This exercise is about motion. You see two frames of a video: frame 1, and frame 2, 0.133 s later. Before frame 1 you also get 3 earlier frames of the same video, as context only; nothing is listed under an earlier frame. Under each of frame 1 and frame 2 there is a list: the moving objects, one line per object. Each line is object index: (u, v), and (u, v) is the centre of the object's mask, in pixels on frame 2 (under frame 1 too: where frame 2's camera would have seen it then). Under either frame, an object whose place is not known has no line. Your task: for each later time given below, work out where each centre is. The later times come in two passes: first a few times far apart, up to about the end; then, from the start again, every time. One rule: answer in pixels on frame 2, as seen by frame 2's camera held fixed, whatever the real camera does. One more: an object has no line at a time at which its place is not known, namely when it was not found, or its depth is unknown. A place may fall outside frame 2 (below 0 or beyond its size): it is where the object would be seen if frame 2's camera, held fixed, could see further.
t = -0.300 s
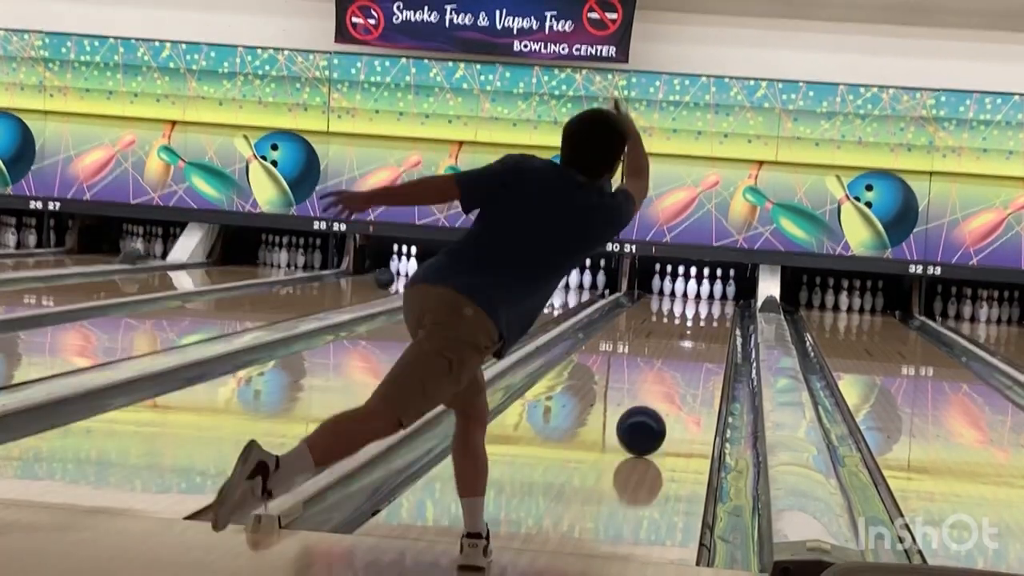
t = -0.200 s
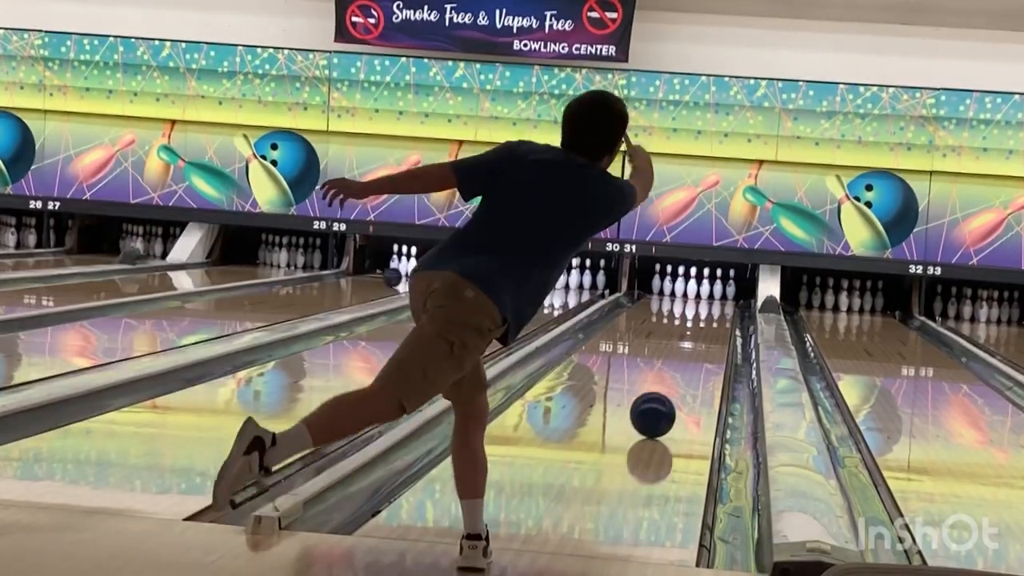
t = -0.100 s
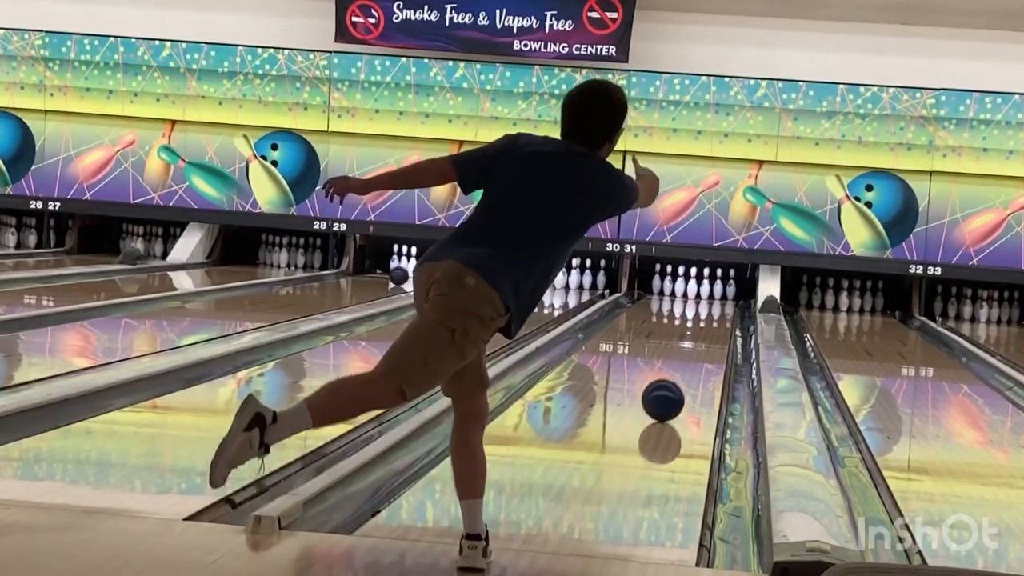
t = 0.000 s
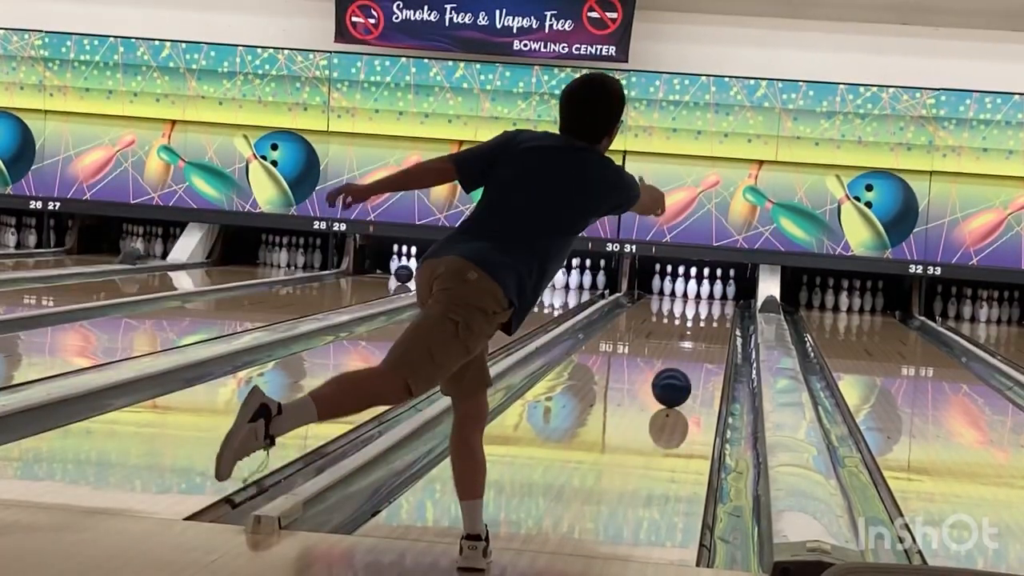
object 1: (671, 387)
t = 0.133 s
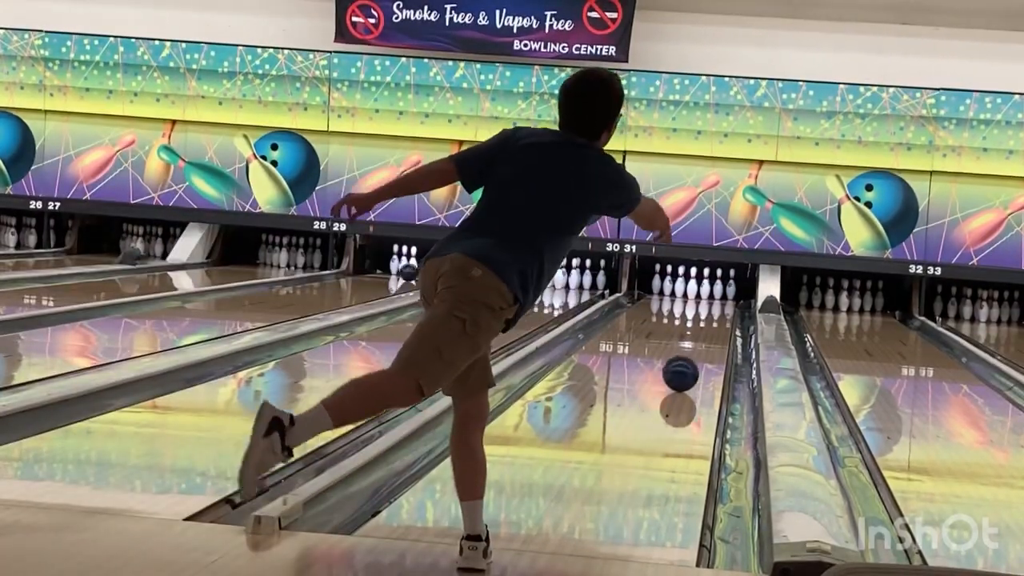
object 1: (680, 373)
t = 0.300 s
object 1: (689, 358)
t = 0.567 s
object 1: (699, 340)
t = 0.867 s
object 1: (705, 324)
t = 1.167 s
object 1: (707, 311)
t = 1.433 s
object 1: (705, 303)
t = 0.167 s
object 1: (682, 370)
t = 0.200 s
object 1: (684, 367)
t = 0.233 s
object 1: (686, 364)
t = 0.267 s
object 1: (688, 361)
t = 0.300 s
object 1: (689, 358)
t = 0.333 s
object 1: (691, 355)
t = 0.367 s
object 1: (692, 353)
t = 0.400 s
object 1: (693, 351)
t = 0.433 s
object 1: (695, 348)
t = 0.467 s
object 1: (696, 346)
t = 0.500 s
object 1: (697, 344)
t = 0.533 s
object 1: (698, 342)
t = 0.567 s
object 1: (699, 340)
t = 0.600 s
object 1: (700, 338)
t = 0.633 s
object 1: (701, 336)
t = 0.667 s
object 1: (701, 334)
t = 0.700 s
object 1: (702, 332)
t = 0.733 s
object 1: (703, 330)
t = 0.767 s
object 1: (703, 329)
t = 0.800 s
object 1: (704, 327)
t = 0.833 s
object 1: (704, 325)
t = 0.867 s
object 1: (705, 324)
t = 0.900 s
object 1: (705, 322)
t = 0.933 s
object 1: (705, 321)
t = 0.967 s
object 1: (706, 319)
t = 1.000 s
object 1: (706, 318)
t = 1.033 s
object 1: (706, 316)
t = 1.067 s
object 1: (707, 315)
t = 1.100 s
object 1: (707, 313)
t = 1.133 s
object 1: (707, 313)
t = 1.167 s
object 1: (707, 311)
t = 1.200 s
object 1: (713, 312)
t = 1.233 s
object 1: (706, 309)
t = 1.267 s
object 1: (706, 308)
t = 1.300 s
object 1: (706, 306)
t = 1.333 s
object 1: (706, 306)
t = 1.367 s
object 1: (706, 305)
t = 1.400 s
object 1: (705, 304)
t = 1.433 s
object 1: (705, 303)
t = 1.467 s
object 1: (704, 302)
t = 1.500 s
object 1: (704, 301)
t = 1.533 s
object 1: (704, 300)
